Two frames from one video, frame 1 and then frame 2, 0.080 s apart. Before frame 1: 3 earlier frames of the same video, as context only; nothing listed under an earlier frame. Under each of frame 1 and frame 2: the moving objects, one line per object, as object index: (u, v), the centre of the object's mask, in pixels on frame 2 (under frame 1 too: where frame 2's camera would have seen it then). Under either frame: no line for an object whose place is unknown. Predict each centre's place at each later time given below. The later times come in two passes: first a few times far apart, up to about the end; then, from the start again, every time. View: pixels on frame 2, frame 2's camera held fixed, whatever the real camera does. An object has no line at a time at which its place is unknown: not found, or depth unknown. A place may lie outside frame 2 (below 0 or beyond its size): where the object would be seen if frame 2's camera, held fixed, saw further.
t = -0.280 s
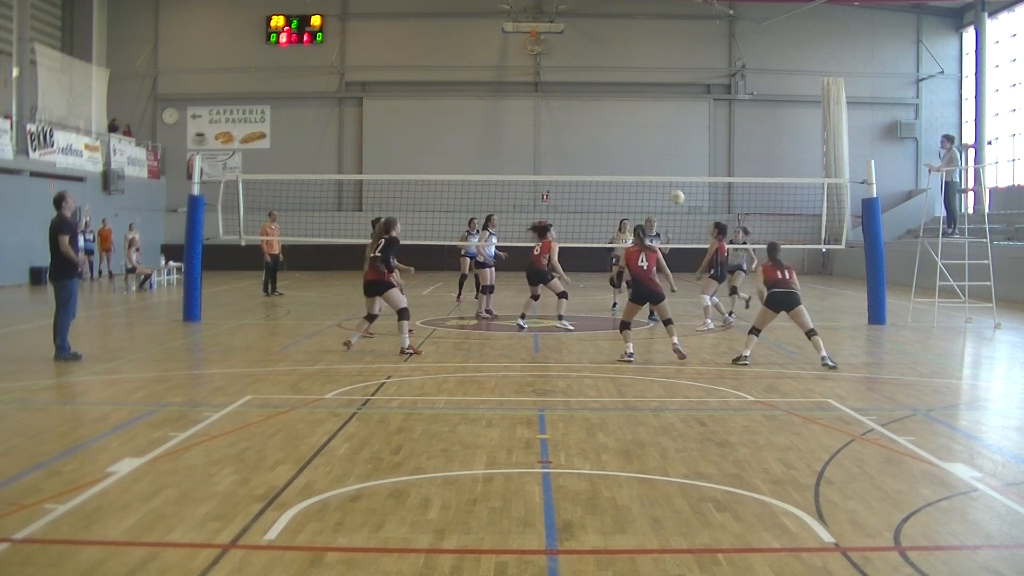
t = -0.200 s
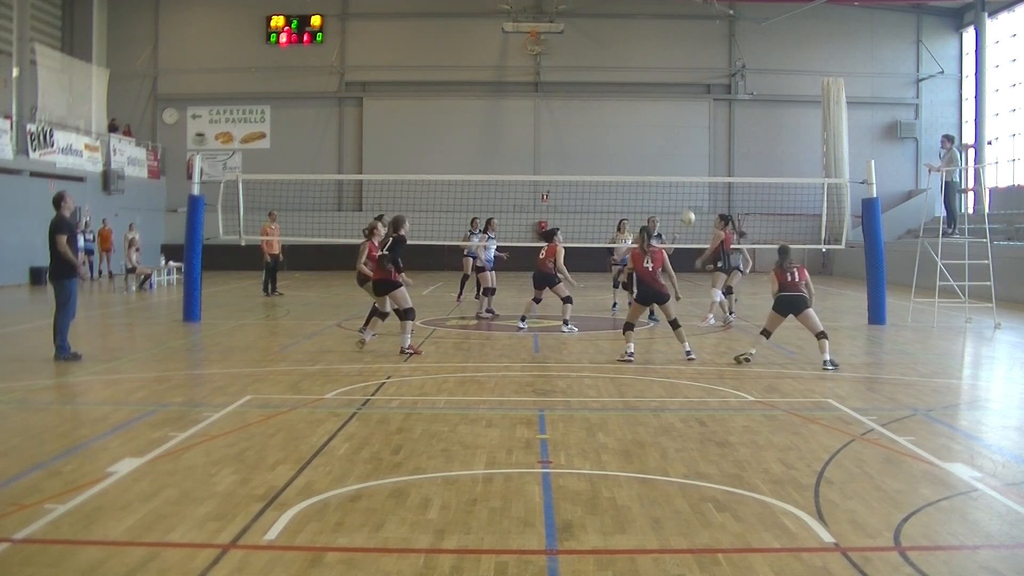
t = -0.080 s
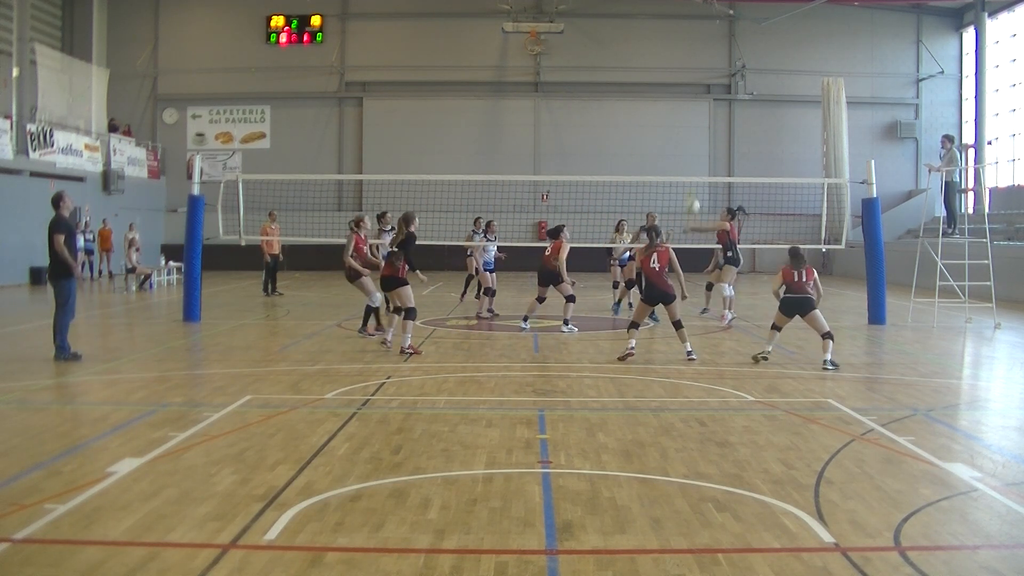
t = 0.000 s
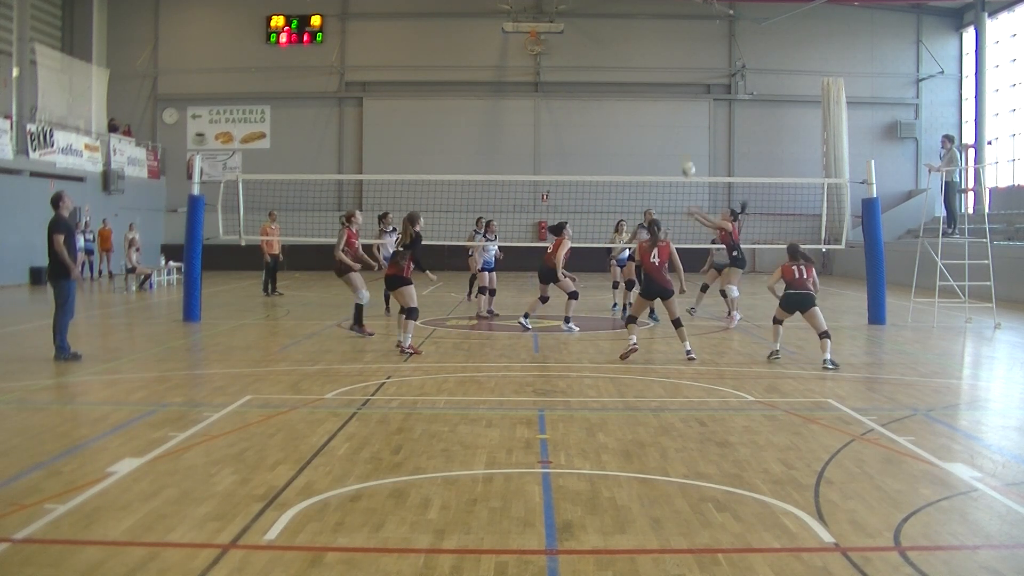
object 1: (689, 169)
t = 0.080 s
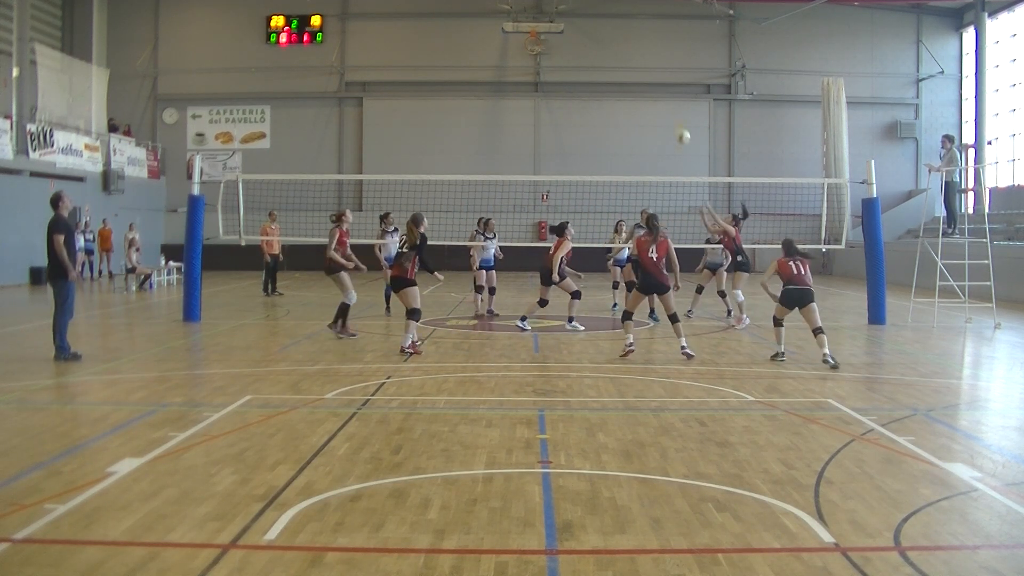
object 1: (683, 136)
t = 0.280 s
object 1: (671, 75)
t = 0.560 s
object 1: (653, 33)
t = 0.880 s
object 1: (633, 50)
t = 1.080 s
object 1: (621, 96)
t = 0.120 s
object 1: (681, 122)
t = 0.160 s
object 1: (678, 108)
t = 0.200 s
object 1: (675, 95)
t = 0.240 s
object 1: (673, 85)
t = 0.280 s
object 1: (671, 75)
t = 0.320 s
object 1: (668, 65)
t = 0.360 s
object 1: (665, 57)
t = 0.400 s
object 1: (663, 50)
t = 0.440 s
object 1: (660, 44)
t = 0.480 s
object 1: (658, 39)
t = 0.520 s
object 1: (655, 35)
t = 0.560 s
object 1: (653, 33)
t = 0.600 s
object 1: (651, 31)
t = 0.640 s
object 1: (648, 30)
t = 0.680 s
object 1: (646, 31)
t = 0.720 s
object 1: (643, 33)
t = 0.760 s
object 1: (641, 35)
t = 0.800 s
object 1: (638, 39)
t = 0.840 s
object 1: (636, 44)
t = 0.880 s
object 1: (633, 50)
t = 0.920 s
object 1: (631, 57)
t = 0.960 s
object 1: (629, 64)
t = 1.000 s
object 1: (626, 75)
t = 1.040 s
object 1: (623, 85)
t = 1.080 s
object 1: (621, 96)
